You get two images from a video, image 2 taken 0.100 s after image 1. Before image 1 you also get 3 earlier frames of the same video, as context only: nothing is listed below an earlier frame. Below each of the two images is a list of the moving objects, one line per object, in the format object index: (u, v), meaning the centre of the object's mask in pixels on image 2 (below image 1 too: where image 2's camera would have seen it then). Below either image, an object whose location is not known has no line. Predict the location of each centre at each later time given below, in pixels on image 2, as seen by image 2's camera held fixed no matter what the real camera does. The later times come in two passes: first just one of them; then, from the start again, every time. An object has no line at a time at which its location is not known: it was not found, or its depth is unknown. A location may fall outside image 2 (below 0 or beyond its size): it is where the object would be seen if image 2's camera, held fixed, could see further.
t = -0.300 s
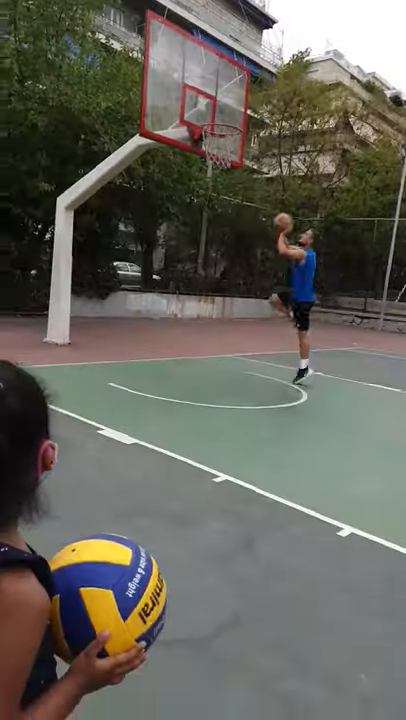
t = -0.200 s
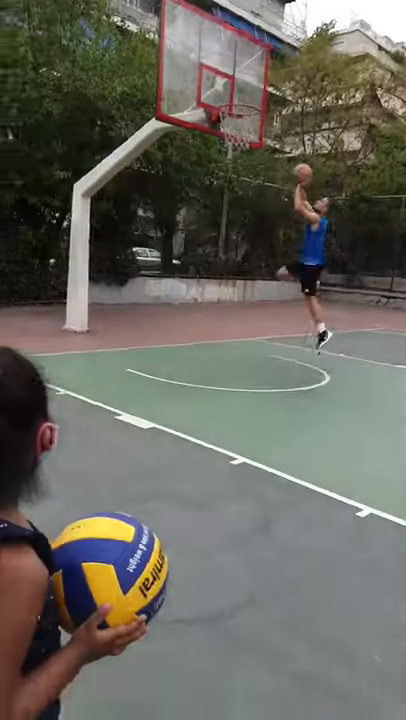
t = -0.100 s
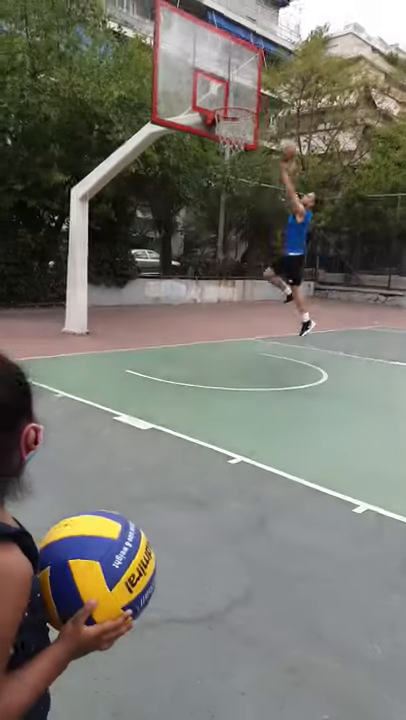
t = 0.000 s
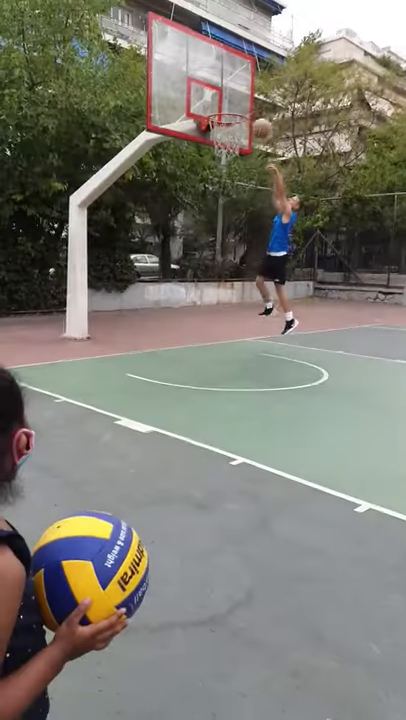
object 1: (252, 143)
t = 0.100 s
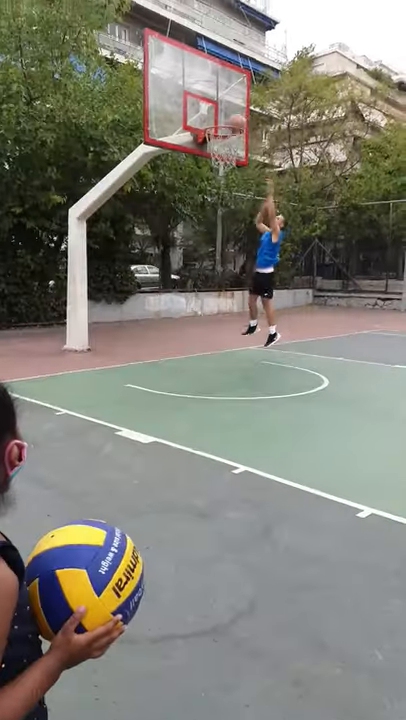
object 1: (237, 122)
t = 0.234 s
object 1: (227, 122)
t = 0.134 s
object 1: (230, 121)
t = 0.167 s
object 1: (230, 120)
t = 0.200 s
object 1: (229, 121)
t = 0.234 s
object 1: (227, 122)
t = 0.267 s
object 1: (226, 122)
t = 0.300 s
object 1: (224, 125)
